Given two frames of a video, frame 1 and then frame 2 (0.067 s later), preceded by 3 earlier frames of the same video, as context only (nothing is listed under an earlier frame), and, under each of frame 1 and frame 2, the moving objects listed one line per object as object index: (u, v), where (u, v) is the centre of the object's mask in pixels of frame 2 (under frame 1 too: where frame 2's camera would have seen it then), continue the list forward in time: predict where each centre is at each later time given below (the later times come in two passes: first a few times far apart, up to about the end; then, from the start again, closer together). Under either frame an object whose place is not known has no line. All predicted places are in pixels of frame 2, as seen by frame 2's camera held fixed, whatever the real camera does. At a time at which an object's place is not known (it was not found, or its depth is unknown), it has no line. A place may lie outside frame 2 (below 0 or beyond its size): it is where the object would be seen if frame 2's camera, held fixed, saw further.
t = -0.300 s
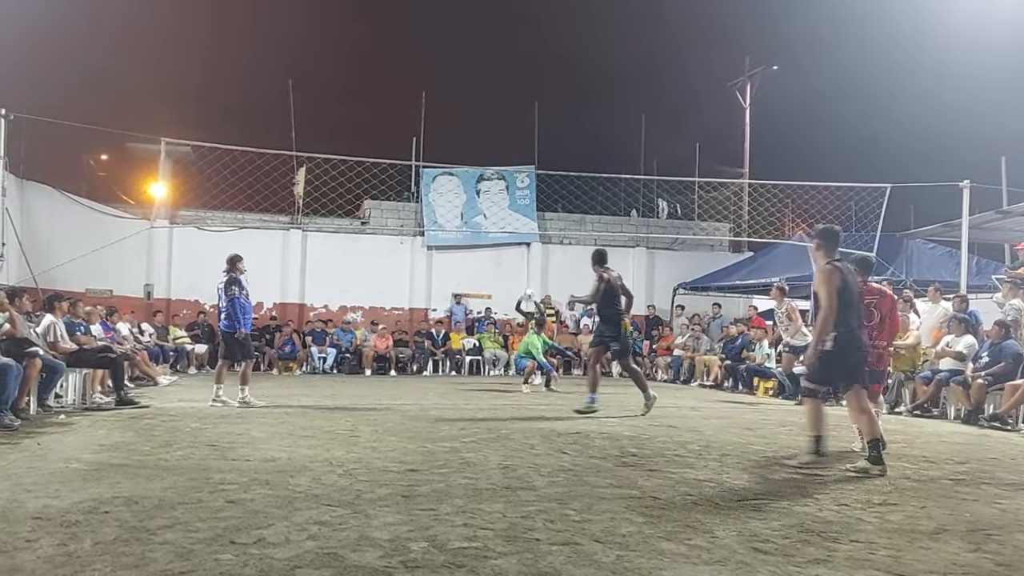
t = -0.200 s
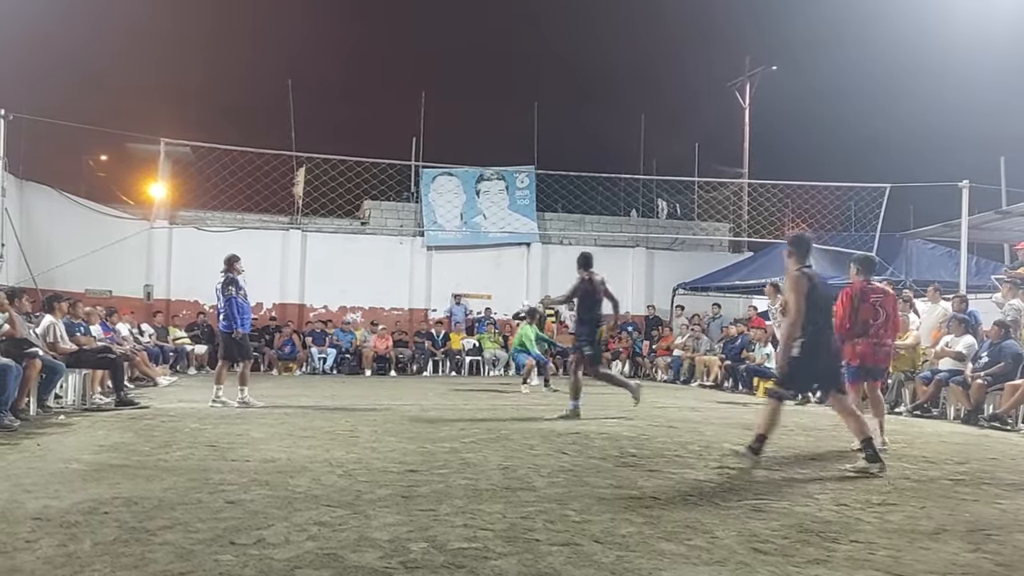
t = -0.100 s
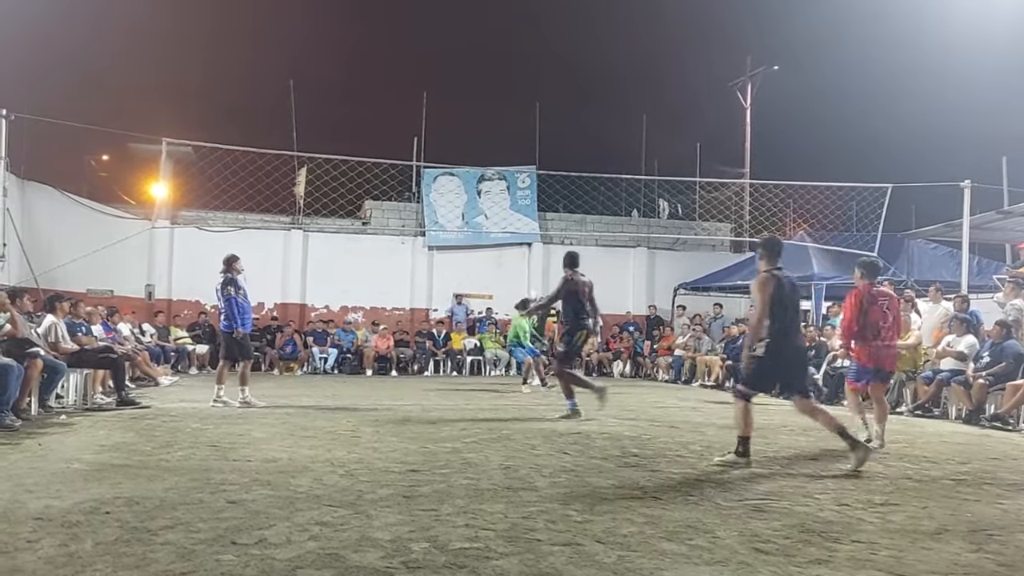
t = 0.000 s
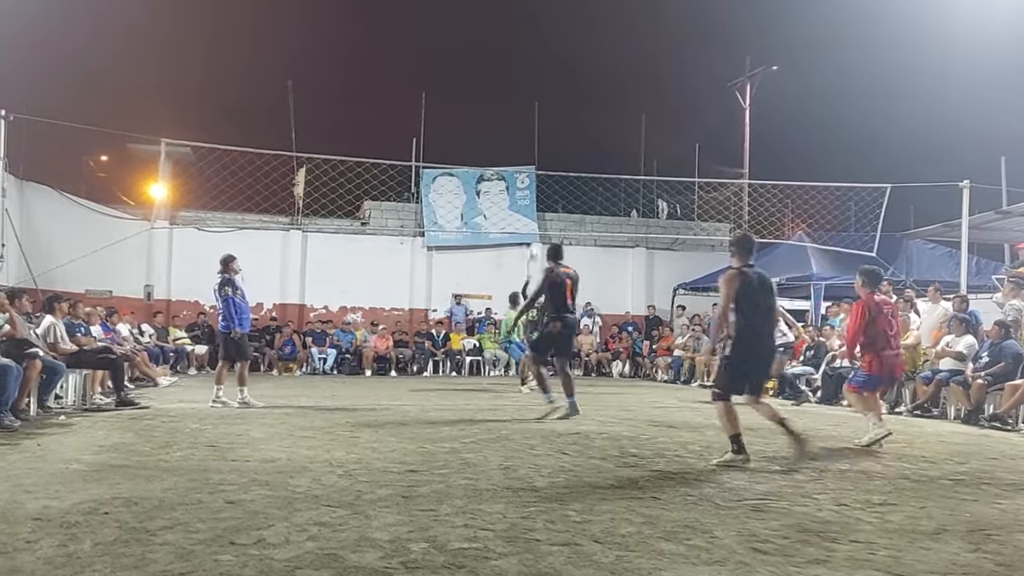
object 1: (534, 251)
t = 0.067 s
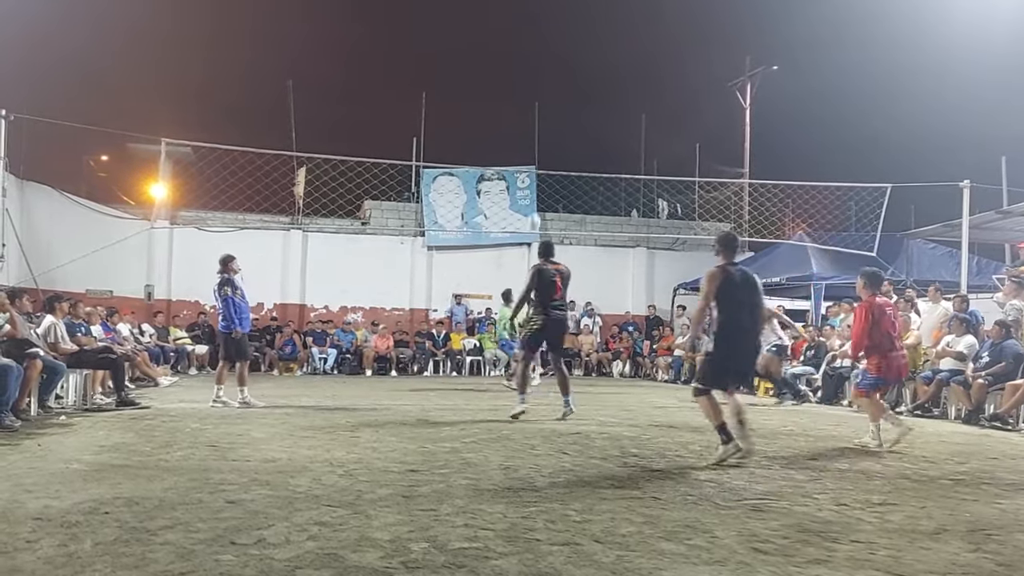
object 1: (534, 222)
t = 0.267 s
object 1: (534, 140)
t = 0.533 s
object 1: (532, 63)
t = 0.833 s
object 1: (527, 26)
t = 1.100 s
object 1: (522, 43)
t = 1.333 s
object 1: (515, 103)
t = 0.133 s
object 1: (534, 191)
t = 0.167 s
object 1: (535, 178)
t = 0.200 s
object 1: (534, 163)
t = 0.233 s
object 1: (534, 152)
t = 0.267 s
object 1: (534, 140)
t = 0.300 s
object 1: (534, 128)
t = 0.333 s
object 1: (534, 117)
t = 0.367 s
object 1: (534, 106)
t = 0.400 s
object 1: (534, 97)
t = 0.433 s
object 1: (533, 87)
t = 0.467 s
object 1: (533, 78)
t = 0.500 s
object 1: (533, 70)
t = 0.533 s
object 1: (532, 63)
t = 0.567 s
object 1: (532, 56)
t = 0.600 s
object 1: (532, 50)
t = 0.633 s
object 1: (531, 44)
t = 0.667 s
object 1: (530, 39)
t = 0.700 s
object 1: (530, 35)
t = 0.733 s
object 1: (529, 32)
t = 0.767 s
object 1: (529, 29)
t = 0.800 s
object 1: (528, 27)
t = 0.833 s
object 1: (527, 26)
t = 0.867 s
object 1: (527, 25)
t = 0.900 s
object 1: (526, 25)
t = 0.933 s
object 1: (525, 26)
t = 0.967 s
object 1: (525, 28)
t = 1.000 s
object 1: (524, 31)
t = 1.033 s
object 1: (523, 34)
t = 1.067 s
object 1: (522, 38)
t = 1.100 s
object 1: (522, 43)
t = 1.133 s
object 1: (521, 49)
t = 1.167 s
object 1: (521, 56)
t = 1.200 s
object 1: (519, 63)
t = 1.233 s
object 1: (518, 72)
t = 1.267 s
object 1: (517, 81)
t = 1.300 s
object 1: (516, 91)
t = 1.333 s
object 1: (515, 103)
